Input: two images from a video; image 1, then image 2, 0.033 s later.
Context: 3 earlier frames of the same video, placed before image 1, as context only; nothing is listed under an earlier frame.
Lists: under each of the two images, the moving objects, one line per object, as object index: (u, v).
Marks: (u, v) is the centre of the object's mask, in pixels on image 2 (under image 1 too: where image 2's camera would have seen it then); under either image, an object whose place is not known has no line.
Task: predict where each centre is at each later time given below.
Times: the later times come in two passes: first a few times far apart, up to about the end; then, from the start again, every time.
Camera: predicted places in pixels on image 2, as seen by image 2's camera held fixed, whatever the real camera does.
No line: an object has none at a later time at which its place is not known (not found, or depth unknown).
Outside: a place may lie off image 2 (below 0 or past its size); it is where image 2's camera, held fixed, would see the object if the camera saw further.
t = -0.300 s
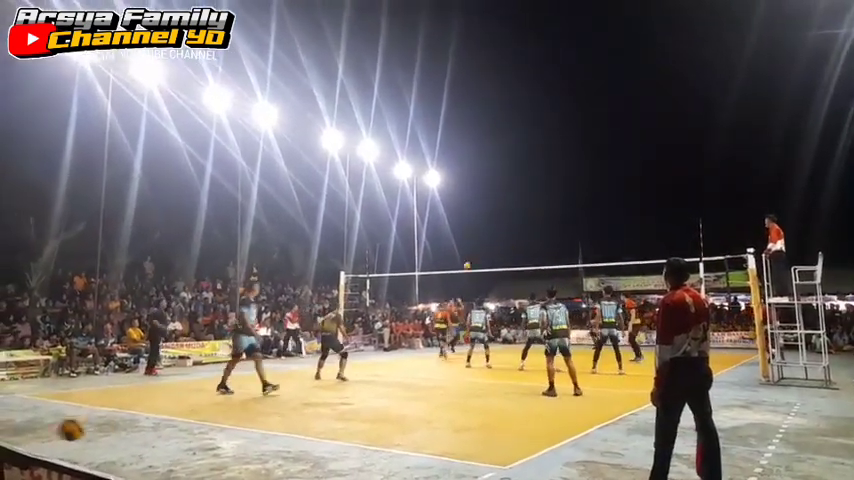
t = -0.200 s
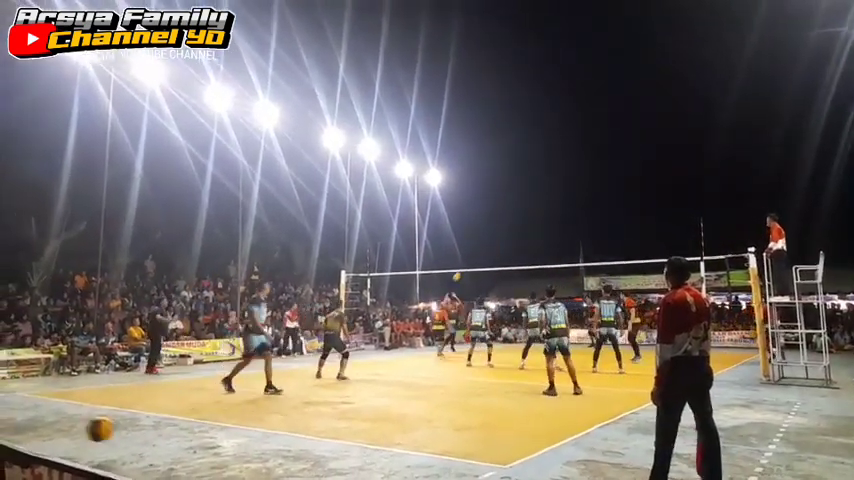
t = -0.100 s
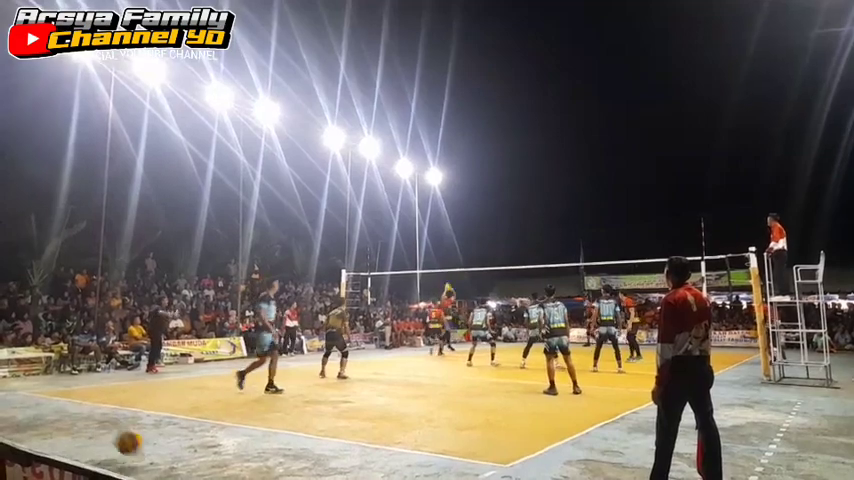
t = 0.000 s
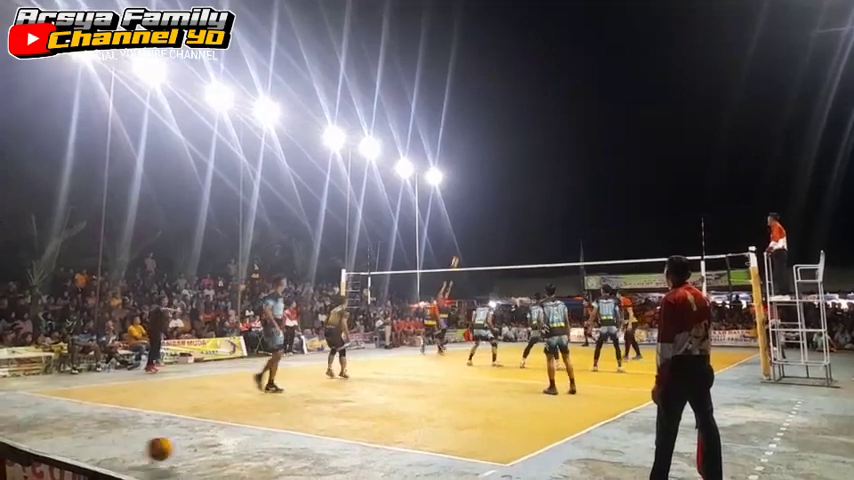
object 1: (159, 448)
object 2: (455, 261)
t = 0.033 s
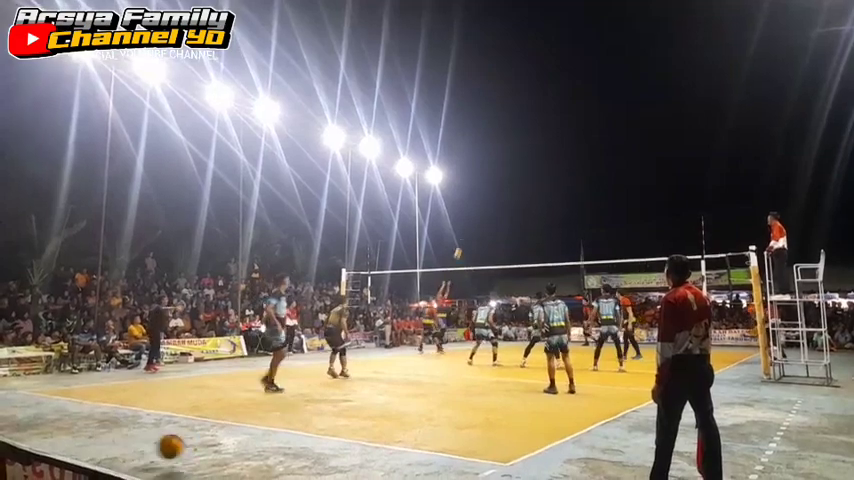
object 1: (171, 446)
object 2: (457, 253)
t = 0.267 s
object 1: (249, 464)
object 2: (477, 203)
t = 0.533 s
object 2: (500, 163)
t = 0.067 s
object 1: (181, 446)
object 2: (460, 246)
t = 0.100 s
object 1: (192, 446)
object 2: (463, 238)
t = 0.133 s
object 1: (204, 448)
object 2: (466, 230)
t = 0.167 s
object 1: (214, 453)
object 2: (468, 223)
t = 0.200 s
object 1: (226, 457)
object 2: (471, 216)
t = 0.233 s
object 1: (236, 465)
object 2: (474, 210)
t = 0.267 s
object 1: (249, 464)
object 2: (477, 203)
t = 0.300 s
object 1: (262, 461)
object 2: (480, 197)
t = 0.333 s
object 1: (274, 460)
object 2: (482, 192)
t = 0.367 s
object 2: (486, 186)
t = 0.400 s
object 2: (488, 181)
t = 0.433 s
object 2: (491, 176)
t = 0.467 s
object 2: (494, 172)
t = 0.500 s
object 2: (497, 167)
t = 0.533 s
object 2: (500, 163)
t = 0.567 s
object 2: (503, 160)
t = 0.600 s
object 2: (506, 156)
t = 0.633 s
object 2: (509, 154)
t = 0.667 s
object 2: (512, 151)
